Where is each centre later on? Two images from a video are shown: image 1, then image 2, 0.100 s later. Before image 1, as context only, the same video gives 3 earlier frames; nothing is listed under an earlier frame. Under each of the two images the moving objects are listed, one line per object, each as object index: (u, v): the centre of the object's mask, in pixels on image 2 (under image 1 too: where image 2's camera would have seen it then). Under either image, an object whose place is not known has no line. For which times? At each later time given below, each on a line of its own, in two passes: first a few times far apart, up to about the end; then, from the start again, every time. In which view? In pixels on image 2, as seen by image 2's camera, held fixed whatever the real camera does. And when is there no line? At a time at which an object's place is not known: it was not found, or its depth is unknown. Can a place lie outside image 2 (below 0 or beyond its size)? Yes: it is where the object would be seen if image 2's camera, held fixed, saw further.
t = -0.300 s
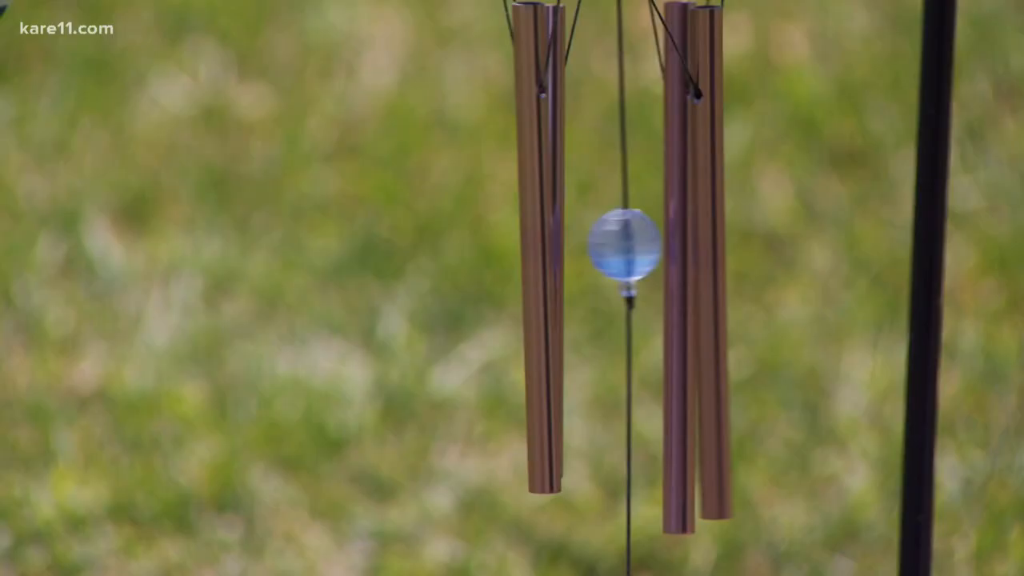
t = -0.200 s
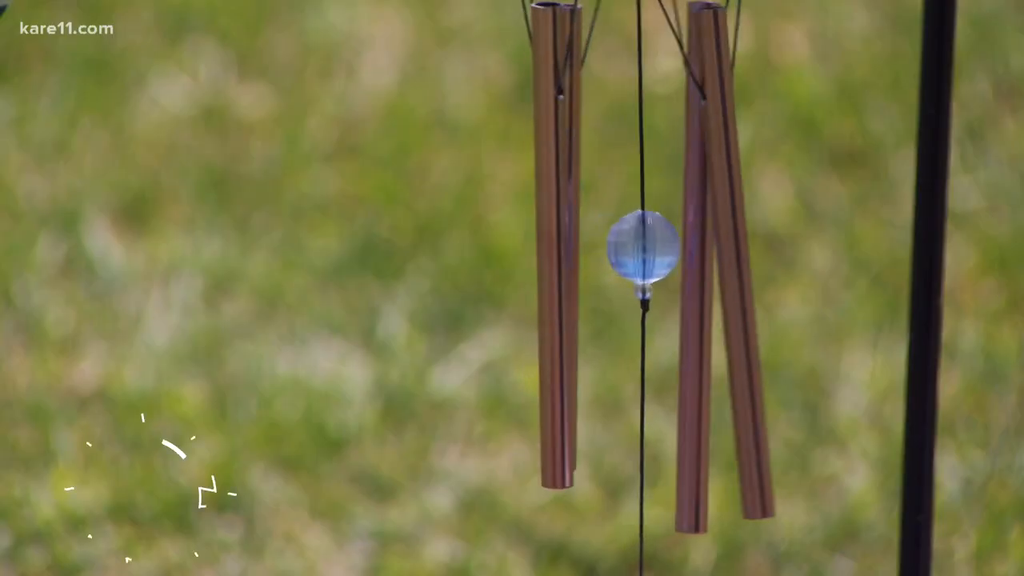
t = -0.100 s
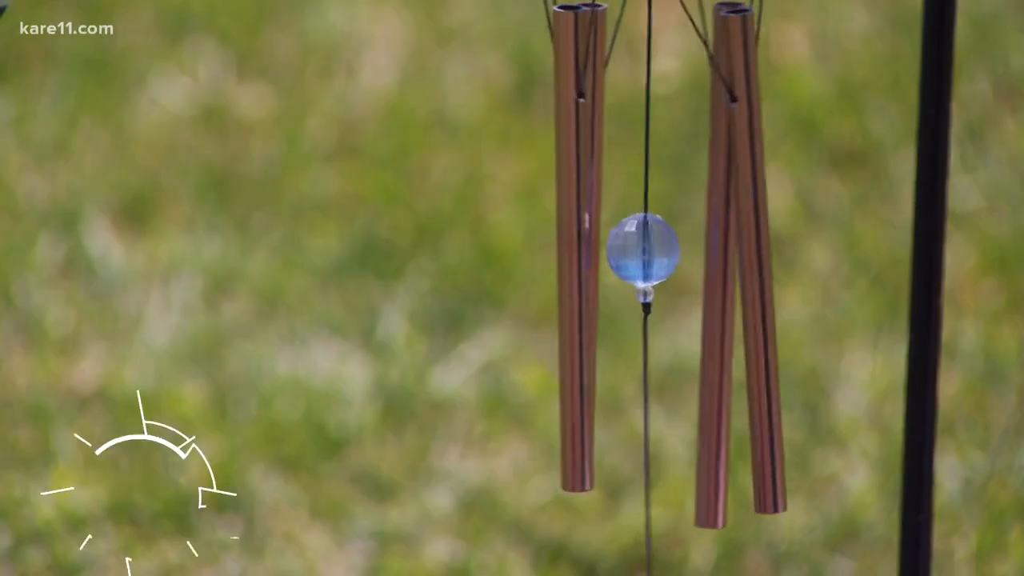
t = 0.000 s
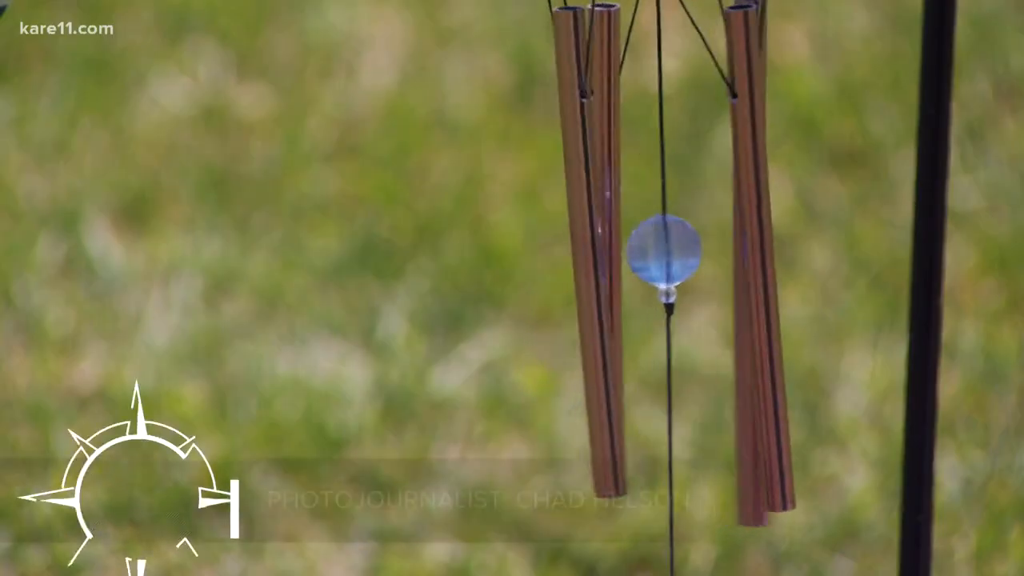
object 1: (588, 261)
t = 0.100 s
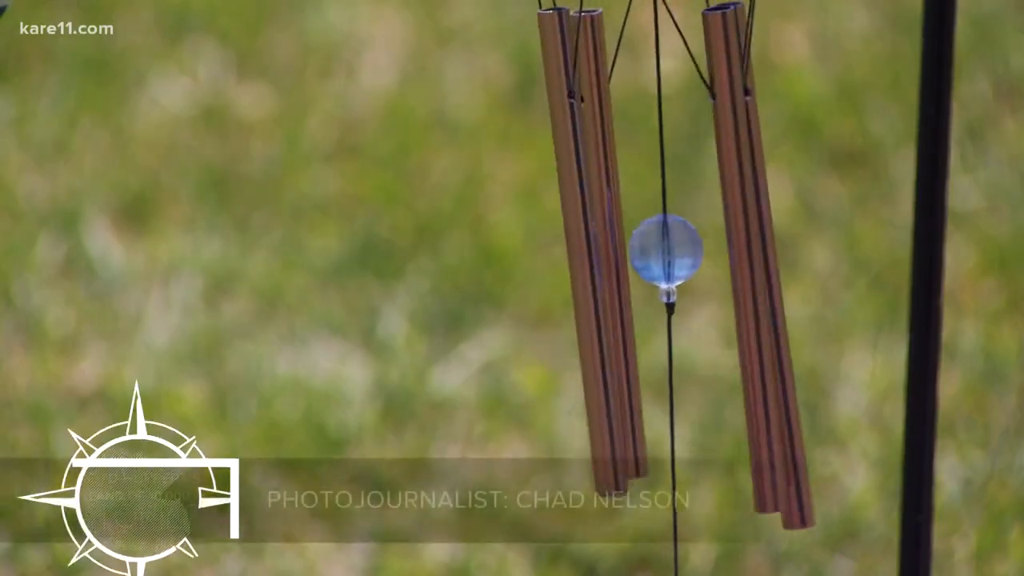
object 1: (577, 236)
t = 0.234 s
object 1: (552, 245)
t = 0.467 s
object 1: (508, 241)
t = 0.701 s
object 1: (517, 251)
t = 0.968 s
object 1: (531, 242)
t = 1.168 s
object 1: (557, 253)
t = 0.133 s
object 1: (573, 232)
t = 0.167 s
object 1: (566, 230)
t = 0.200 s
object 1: (562, 243)
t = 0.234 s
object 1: (552, 245)
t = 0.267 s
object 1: (542, 246)
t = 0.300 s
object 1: (533, 244)
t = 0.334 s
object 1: (525, 245)
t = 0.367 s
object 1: (519, 244)
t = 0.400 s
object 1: (514, 243)
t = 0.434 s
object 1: (510, 244)
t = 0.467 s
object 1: (508, 241)
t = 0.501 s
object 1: (507, 241)
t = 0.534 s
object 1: (508, 241)
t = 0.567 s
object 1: (509, 236)
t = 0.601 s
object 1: (510, 233)
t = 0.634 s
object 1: (513, 241)
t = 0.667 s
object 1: (516, 247)
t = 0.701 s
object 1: (517, 251)
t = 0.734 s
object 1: (519, 248)
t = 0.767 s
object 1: (521, 247)
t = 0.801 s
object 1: (523, 252)
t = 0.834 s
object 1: (524, 244)
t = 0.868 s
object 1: (524, 241)
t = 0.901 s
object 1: (525, 235)
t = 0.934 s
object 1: (528, 242)
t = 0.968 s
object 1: (531, 242)
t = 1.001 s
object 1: (535, 247)
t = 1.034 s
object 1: (539, 253)
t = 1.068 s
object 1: (543, 257)
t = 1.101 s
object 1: (546, 252)
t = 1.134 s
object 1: (551, 250)
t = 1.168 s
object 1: (557, 253)
